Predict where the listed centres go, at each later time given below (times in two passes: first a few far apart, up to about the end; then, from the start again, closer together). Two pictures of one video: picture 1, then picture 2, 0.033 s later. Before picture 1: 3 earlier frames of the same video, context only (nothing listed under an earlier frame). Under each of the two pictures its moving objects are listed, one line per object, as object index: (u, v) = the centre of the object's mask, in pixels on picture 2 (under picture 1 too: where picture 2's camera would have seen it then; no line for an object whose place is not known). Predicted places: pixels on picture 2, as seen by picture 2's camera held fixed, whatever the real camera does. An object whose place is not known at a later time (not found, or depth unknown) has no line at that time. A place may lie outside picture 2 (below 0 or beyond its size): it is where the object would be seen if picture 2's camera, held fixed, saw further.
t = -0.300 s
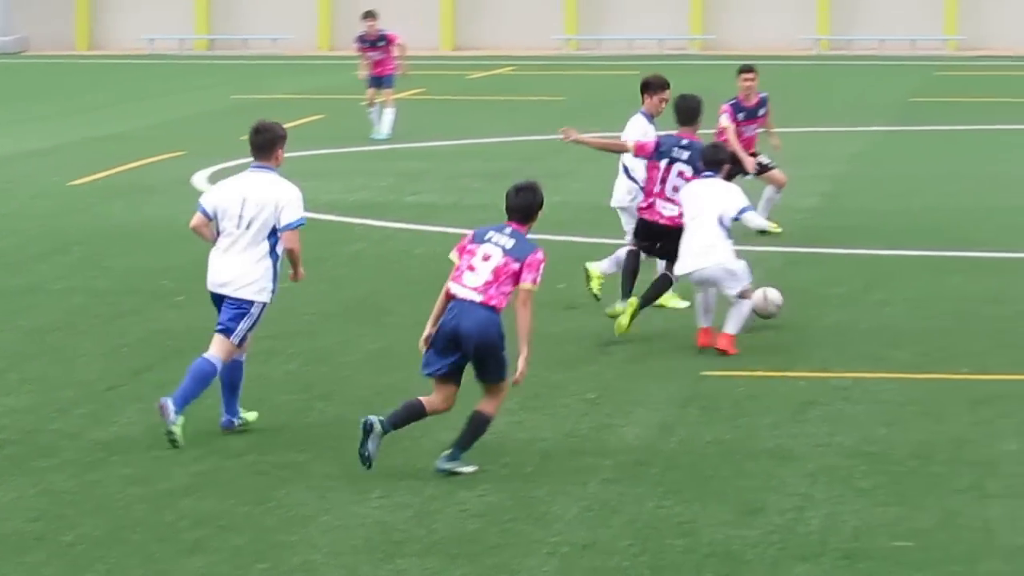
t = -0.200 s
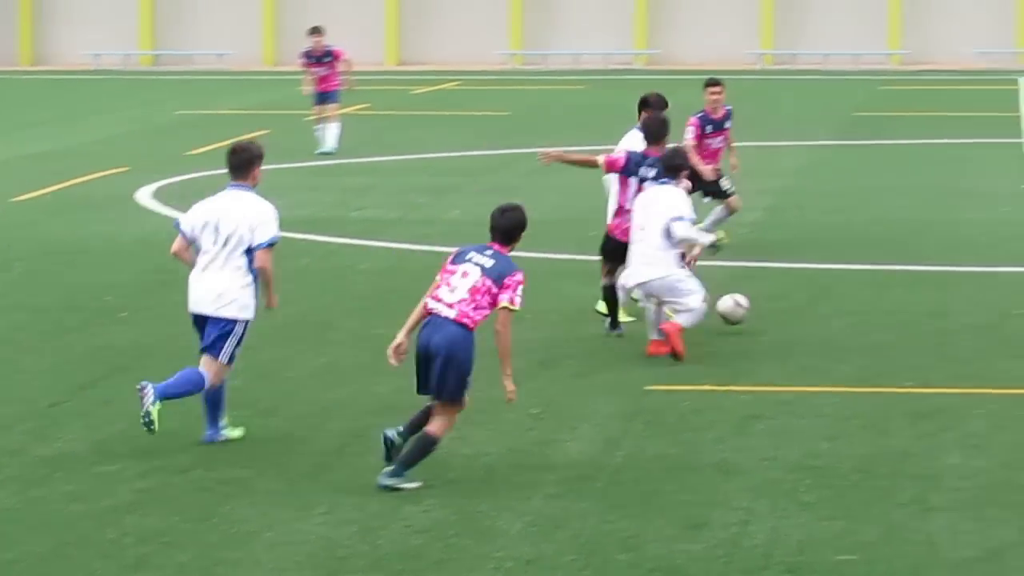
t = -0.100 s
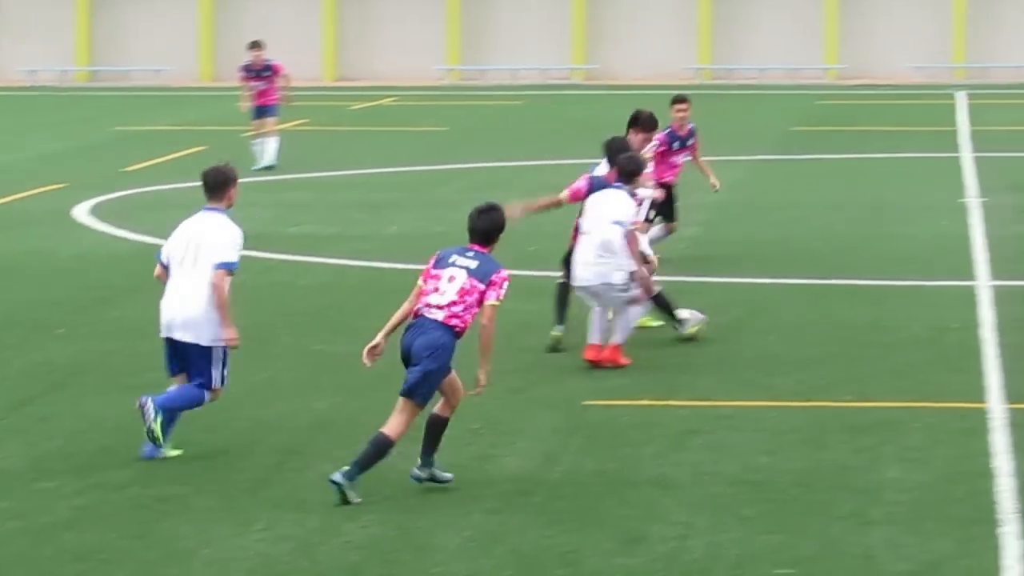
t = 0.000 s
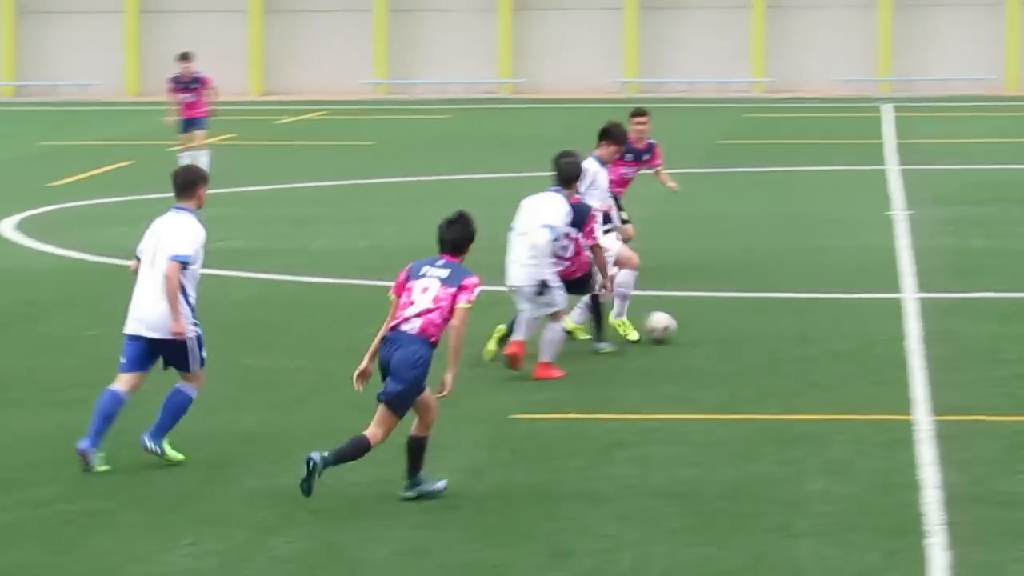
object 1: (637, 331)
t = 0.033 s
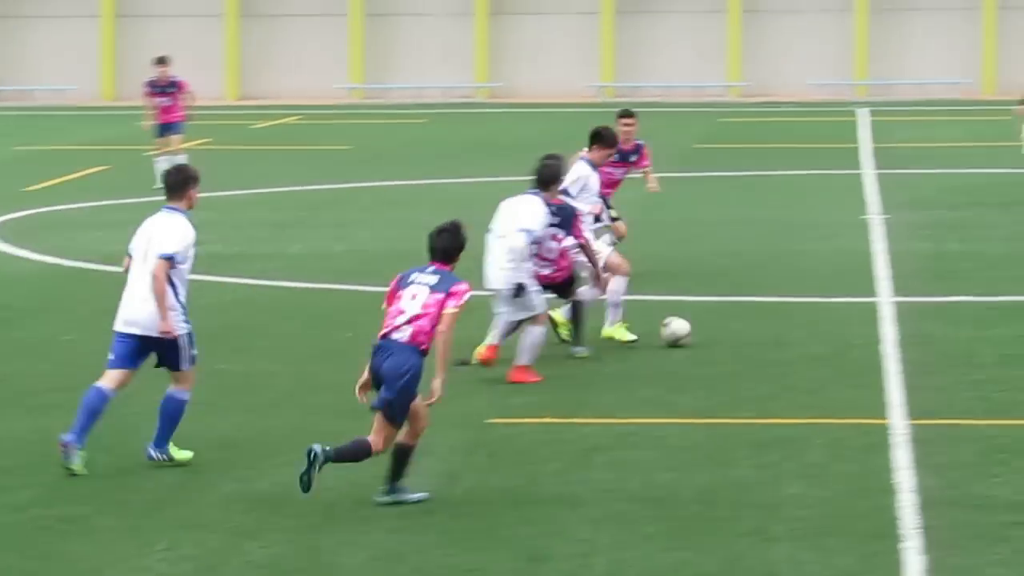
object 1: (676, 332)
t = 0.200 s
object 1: (855, 328)
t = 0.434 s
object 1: (1064, 322)
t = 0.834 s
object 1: (1327, 307)
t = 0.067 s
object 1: (714, 330)
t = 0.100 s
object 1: (748, 327)
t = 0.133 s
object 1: (785, 327)
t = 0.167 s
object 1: (820, 327)
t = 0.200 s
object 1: (855, 328)
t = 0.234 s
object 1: (886, 327)
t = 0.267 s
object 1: (918, 325)
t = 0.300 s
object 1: (950, 325)
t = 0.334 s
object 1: (980, 324)
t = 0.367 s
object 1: (1009, 324)
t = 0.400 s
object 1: (1037, 322)
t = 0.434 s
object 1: (1064, 322)
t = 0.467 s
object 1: (1091, 321)
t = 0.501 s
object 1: (1116, 319)
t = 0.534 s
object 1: (1141, 319)
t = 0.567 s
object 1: (1165, 317)
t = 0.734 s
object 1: (1272, 311)
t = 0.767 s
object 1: (1291, 309)
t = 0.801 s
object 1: (1309, 307)
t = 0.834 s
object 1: (1327, 307)
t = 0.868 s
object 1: (1345, 308)
